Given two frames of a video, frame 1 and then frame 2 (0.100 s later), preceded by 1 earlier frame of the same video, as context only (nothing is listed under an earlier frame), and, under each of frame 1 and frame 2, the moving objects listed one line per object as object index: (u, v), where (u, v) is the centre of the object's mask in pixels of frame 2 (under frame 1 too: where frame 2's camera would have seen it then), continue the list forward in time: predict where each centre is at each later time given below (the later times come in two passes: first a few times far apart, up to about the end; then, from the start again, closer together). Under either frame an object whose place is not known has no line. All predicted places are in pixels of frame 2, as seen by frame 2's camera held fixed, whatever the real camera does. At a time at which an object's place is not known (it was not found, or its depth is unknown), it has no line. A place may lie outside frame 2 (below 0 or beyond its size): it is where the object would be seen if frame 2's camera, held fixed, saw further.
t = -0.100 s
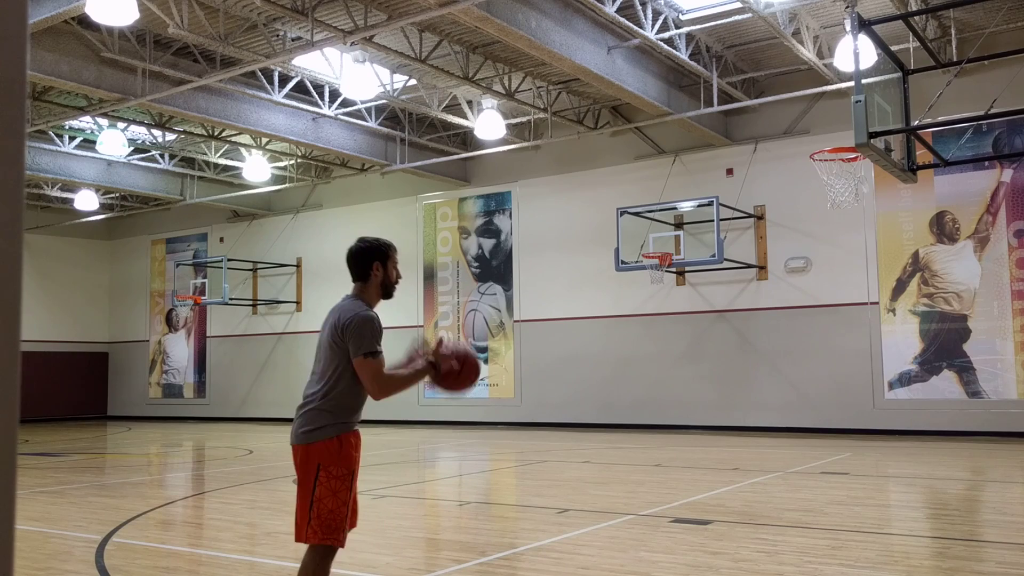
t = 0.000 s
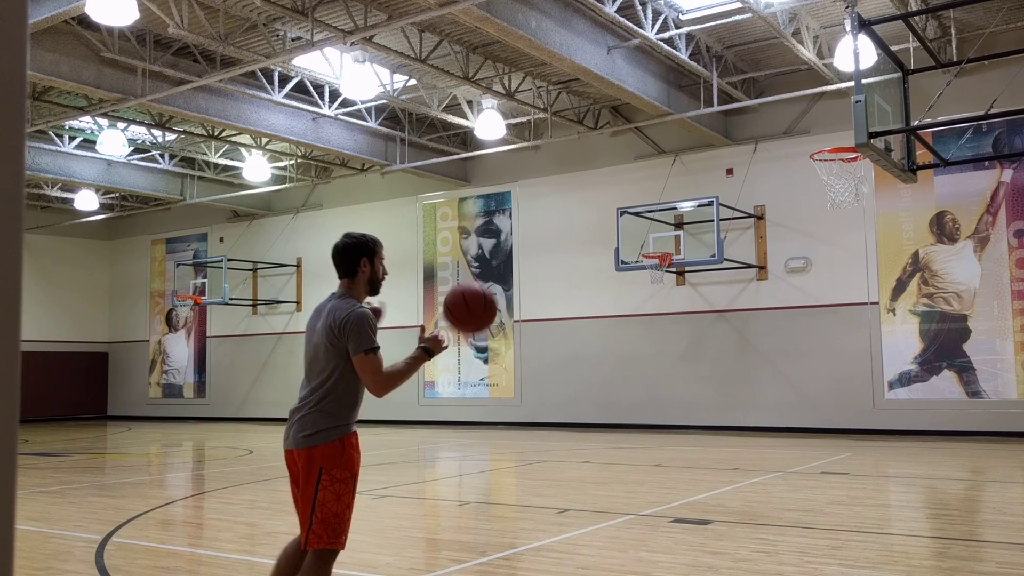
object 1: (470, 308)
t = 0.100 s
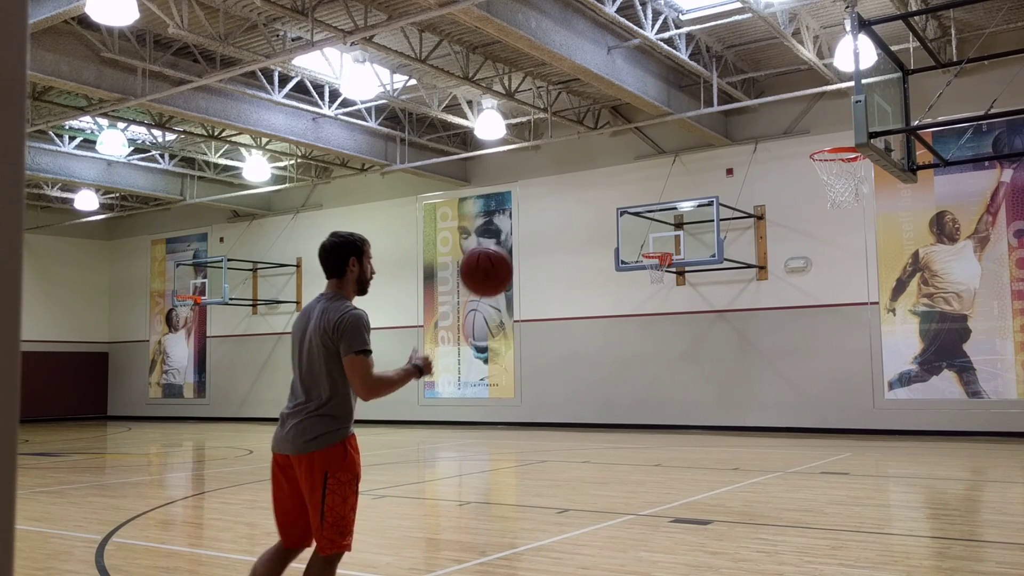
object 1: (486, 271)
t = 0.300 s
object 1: (518, 262)
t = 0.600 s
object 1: (569, 408)
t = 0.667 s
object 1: (582, 467)
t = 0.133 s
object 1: (491, 264)
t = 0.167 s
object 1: (497, 258)
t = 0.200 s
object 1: (503, 256)
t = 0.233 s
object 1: (508, 255)
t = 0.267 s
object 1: (513, 257)
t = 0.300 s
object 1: (518, 262)
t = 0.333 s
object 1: (524, 268)
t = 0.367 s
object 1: (529, 277)
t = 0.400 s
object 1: (535, 289)
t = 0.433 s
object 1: (541, 303)
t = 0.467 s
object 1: (546, 319)
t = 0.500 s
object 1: (552, 339)
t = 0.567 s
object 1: (563, 383)
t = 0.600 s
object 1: (569, 408)
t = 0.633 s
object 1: (576, 437)
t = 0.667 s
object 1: (582, 467)
